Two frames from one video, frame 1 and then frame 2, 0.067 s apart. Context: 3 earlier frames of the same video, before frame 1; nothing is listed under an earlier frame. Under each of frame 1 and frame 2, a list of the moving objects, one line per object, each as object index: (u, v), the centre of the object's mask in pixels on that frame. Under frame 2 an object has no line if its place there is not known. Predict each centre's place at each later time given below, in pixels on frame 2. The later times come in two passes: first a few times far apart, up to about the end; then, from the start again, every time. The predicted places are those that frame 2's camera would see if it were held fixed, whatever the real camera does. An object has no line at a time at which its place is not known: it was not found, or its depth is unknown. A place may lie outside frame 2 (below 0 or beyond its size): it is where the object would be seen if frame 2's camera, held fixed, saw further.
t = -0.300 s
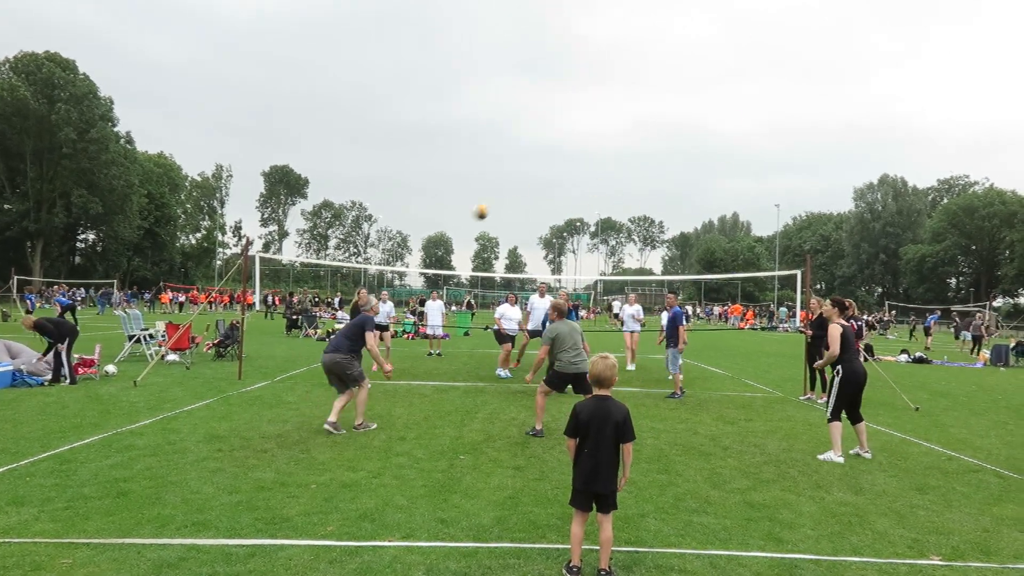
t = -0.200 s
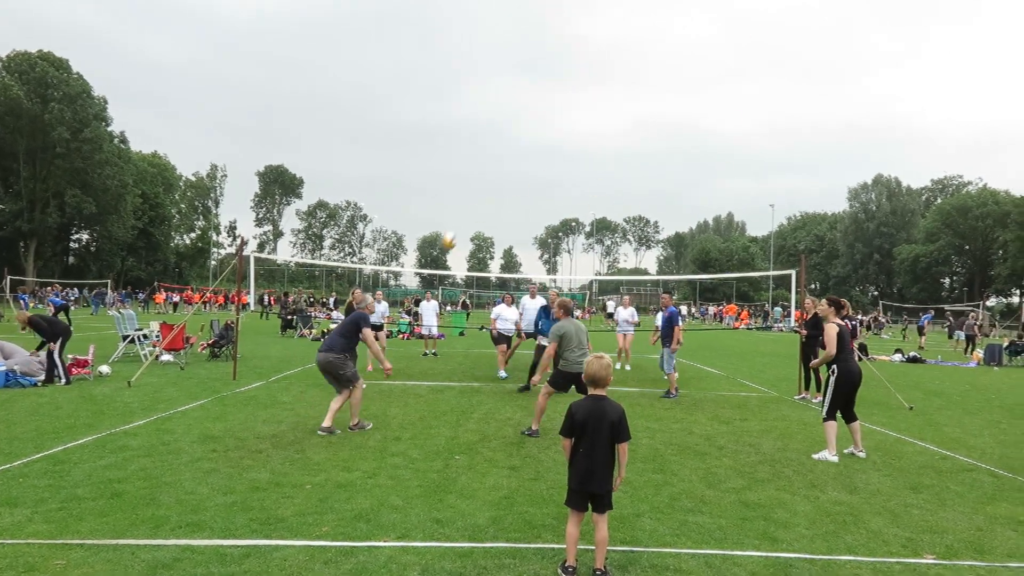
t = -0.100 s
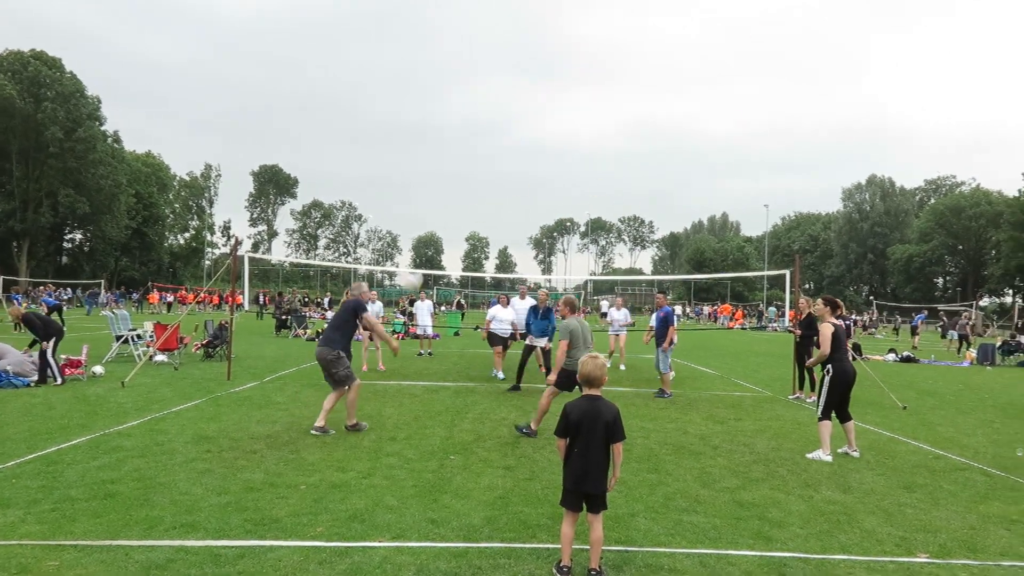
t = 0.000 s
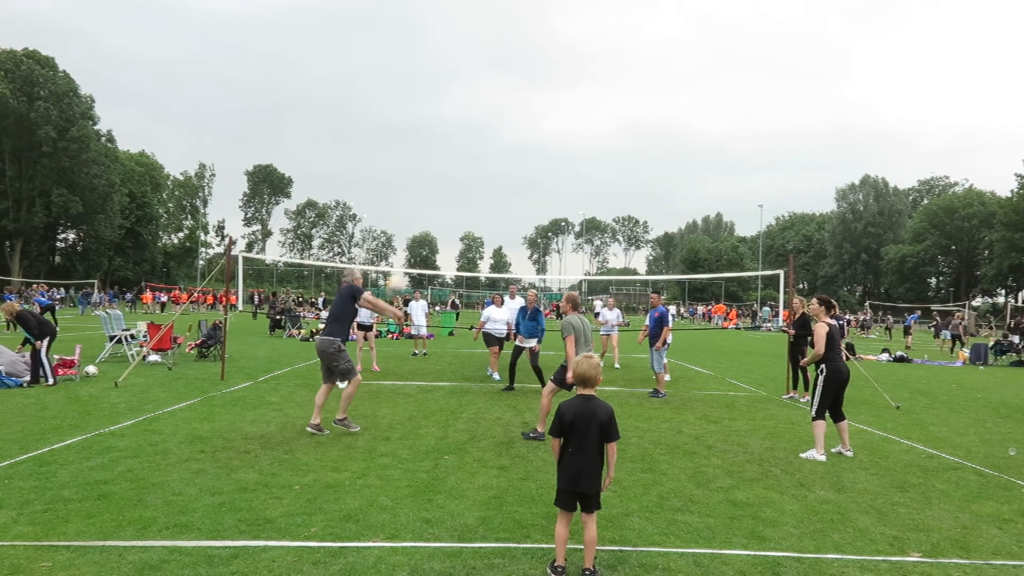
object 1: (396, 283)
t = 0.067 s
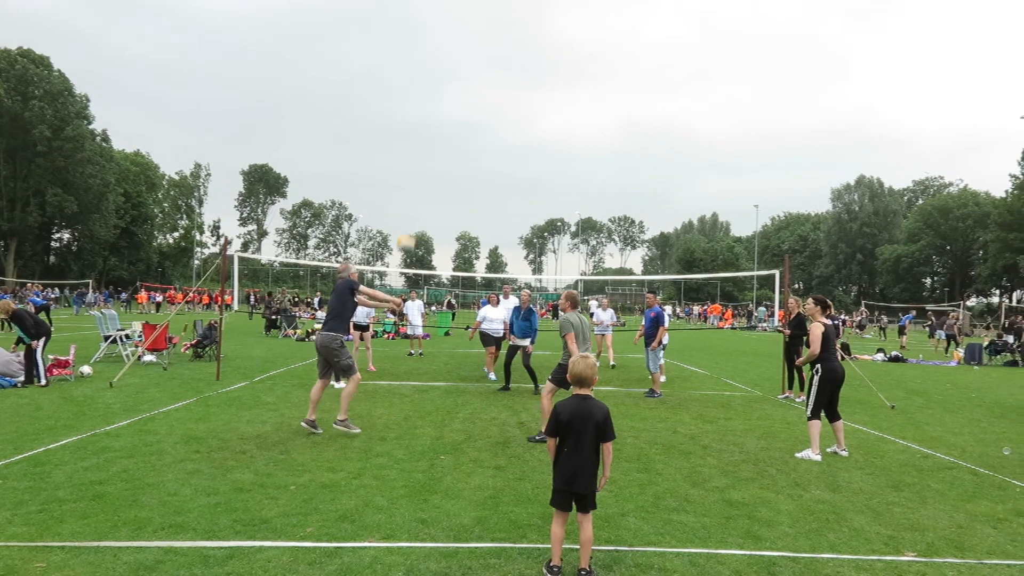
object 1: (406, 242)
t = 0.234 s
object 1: (436, 159)
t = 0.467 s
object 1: (473, 93)
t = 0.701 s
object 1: (505, 71)
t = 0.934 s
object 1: (533, 89)
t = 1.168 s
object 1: (555, 143)
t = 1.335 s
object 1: (571, 198)
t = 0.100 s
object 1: (411, 224)
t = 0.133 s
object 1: (418, 207)
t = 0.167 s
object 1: (424, 191)
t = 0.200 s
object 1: (430, 174)
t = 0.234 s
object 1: (436, 159)
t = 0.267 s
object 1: (441, 147)
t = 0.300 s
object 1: (447, 135)
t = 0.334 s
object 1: (452, 125)
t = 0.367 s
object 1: (458, 116)
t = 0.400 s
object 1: (463, 107)
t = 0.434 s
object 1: (468, 99)
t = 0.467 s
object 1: (473, 93)
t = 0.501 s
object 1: (478, 87)
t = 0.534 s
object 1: (483, 82)
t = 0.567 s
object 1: (488, 78)
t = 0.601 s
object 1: (492, 75)
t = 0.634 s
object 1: (497, 73)
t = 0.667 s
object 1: (501, 71)
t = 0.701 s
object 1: (505, 71)
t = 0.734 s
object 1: (510, 71)
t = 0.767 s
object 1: (514, 71)
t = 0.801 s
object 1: (518, 73)
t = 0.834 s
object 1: (522, 76)
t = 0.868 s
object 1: (526, 80)
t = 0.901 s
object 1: (529, 84)
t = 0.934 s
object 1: (533, 89)
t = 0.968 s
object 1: (536, 95)
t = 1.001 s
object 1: (540, 101)
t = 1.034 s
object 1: (544, 107)
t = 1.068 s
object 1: (547, 115)
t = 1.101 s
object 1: (550, 124)
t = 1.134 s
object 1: (553, 133)
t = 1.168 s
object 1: (555, 143)
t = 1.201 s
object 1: (558, 153)
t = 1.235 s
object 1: (561, 164)
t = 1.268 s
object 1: (564, 176)
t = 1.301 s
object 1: (567, 187)
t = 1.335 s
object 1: (571, 198)
